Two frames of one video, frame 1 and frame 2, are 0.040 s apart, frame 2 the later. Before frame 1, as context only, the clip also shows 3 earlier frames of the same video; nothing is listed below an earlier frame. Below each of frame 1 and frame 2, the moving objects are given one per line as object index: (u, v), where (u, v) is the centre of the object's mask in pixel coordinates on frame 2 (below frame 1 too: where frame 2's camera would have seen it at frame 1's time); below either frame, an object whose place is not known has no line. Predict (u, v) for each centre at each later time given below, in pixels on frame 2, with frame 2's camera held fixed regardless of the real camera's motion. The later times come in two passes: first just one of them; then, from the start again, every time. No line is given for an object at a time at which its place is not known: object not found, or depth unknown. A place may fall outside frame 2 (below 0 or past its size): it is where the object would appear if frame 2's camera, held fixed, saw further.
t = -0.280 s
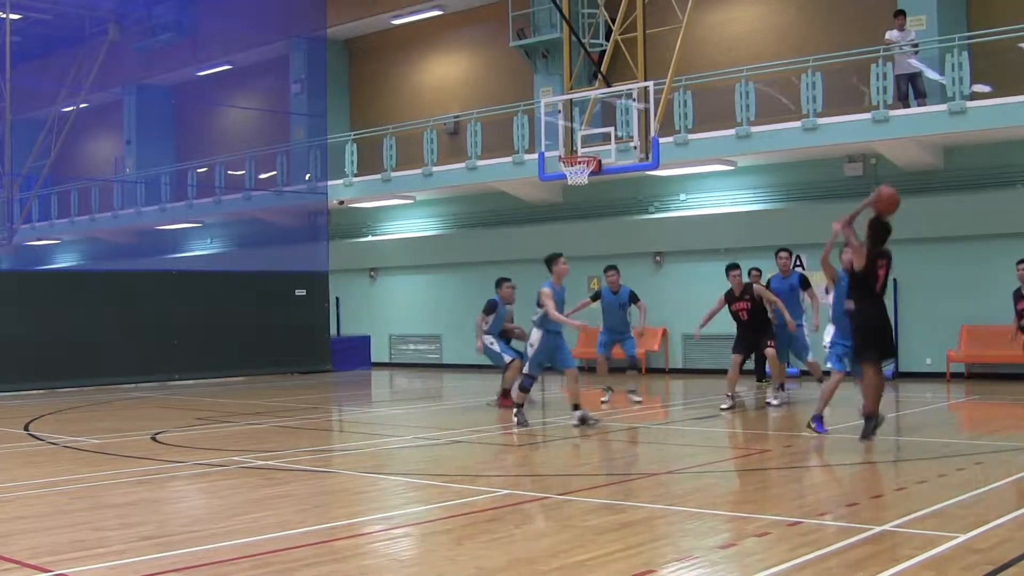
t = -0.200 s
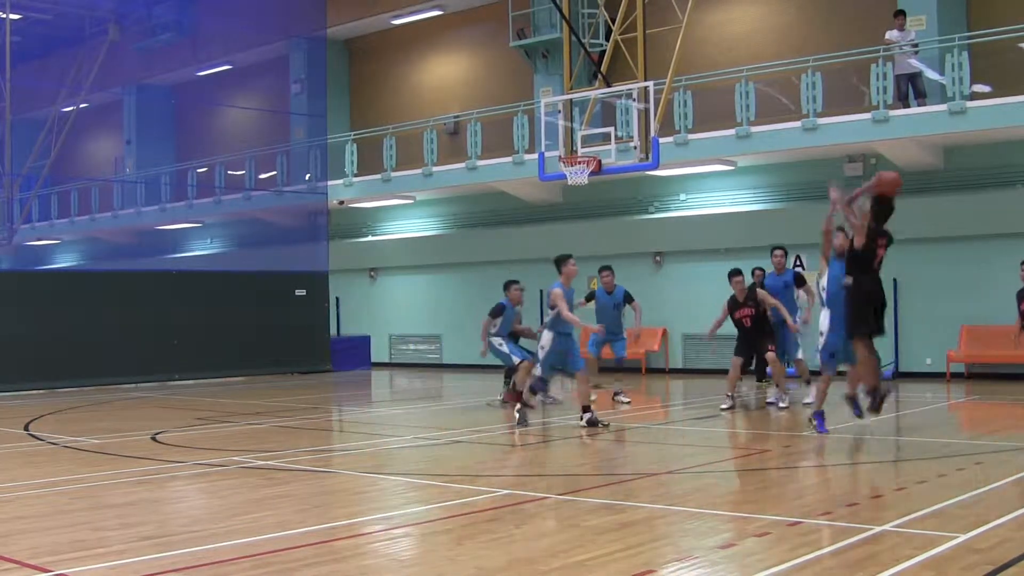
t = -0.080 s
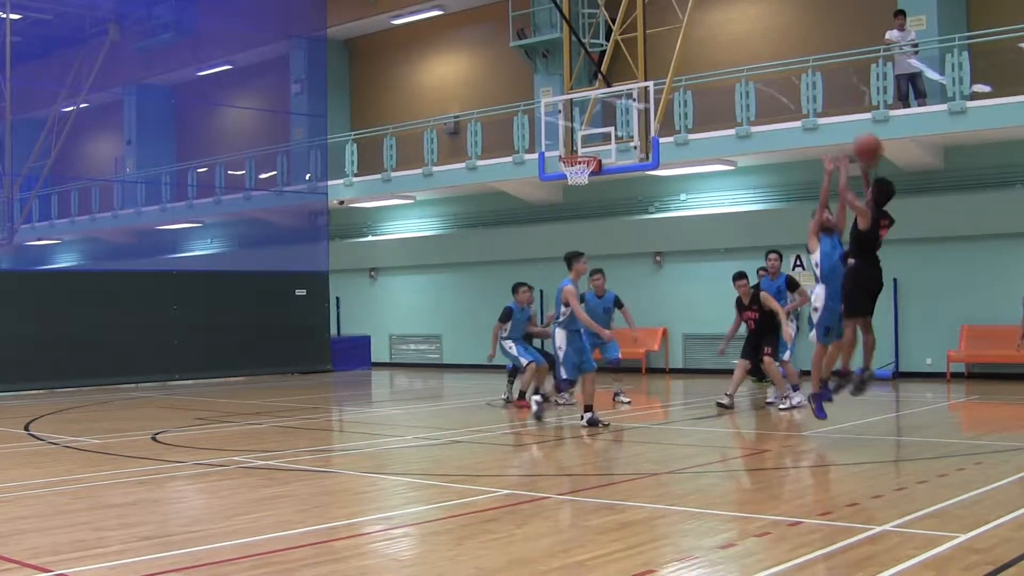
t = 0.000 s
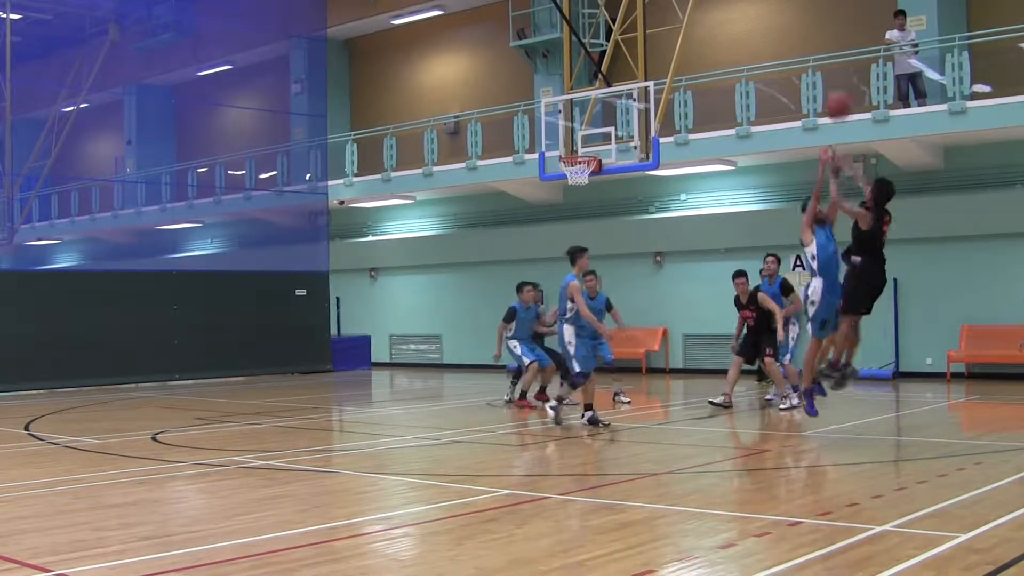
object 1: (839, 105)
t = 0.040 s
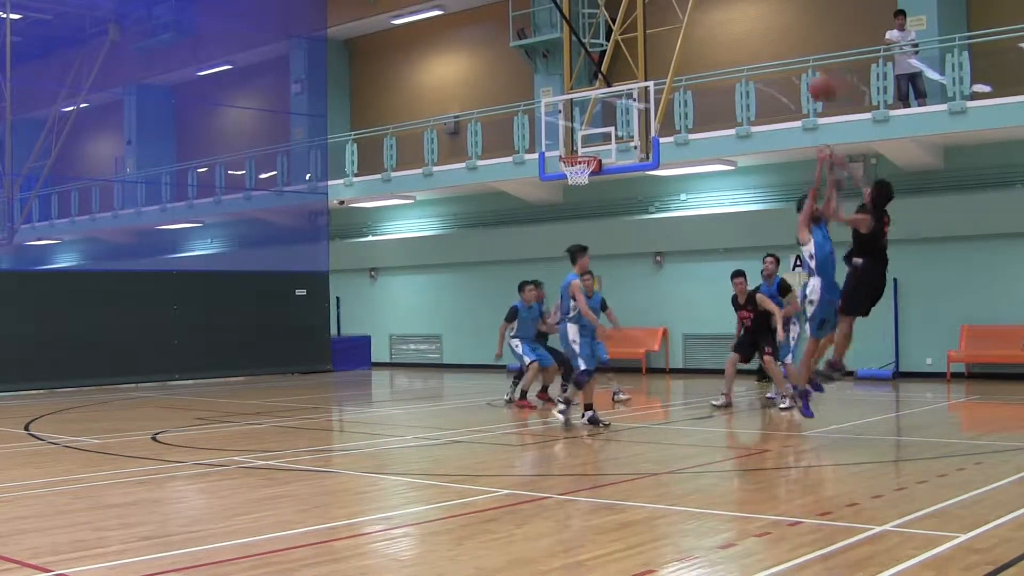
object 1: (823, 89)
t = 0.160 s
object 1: (780, 52)
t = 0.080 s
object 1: (807, 73)
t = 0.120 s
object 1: (794, 62)
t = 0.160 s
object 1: (780, 52)
